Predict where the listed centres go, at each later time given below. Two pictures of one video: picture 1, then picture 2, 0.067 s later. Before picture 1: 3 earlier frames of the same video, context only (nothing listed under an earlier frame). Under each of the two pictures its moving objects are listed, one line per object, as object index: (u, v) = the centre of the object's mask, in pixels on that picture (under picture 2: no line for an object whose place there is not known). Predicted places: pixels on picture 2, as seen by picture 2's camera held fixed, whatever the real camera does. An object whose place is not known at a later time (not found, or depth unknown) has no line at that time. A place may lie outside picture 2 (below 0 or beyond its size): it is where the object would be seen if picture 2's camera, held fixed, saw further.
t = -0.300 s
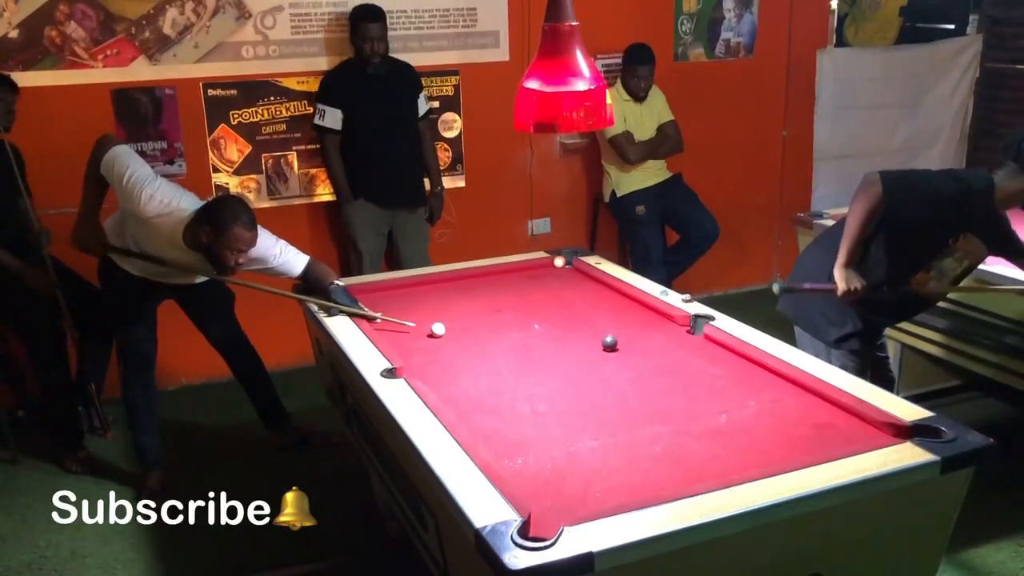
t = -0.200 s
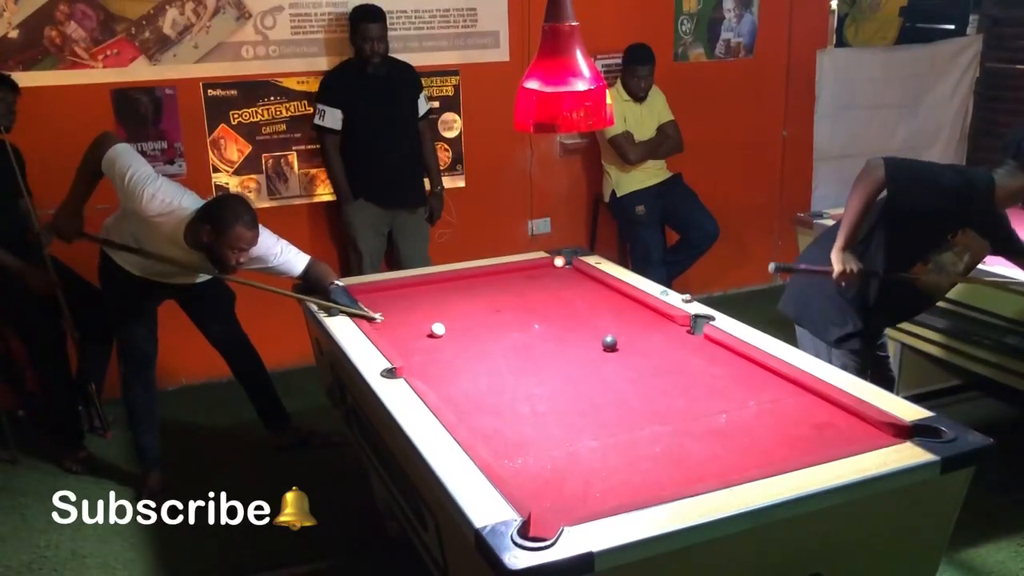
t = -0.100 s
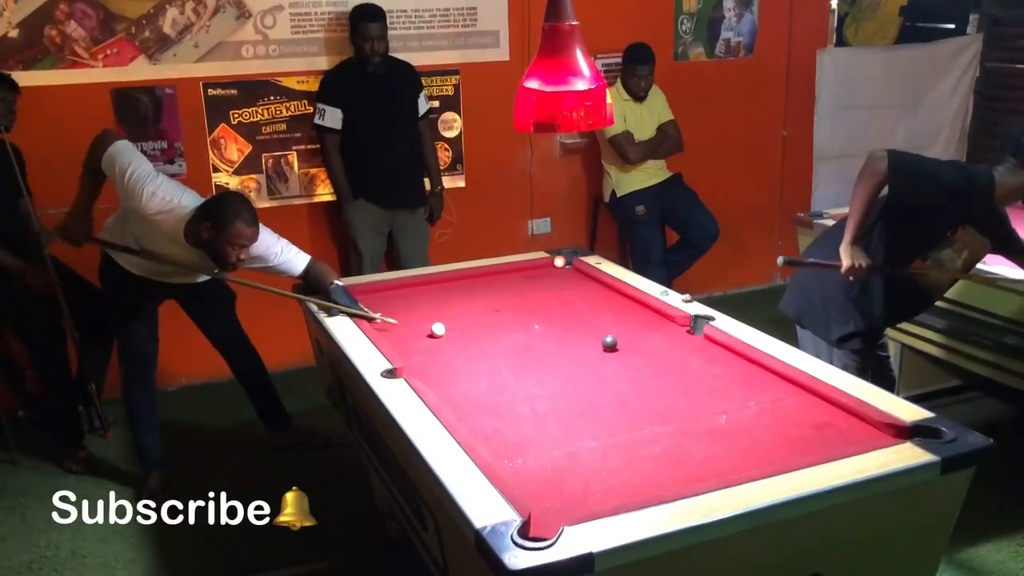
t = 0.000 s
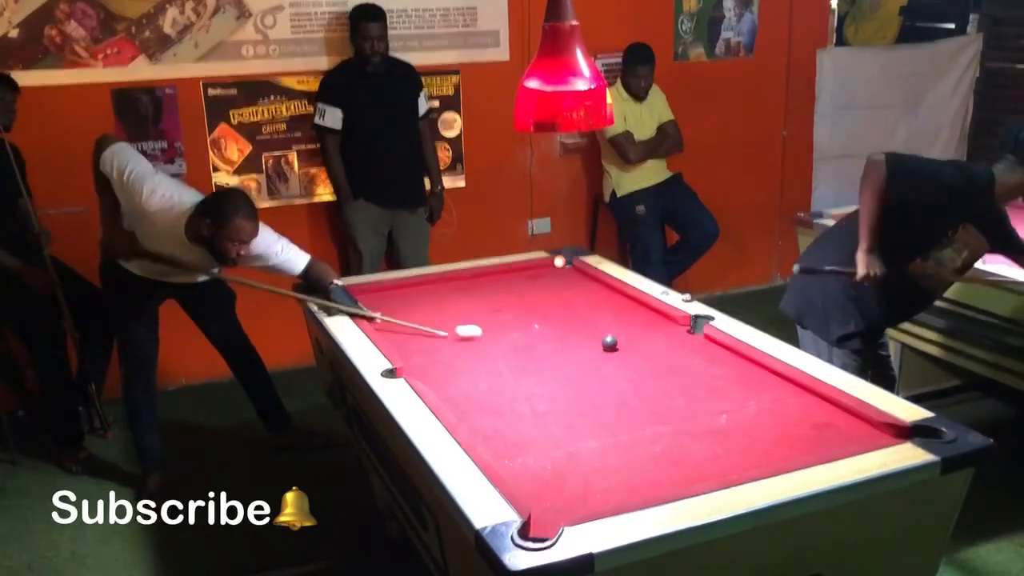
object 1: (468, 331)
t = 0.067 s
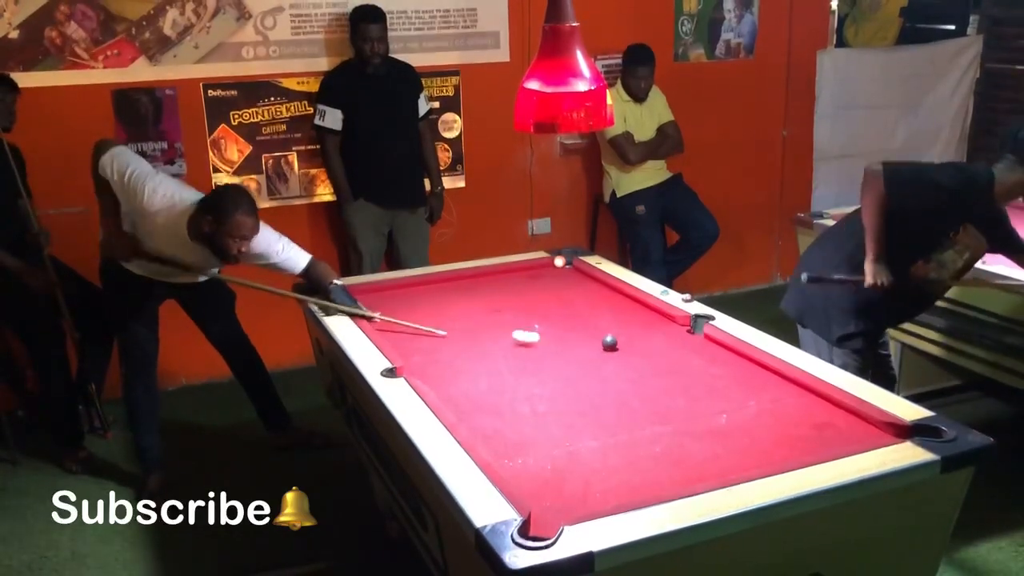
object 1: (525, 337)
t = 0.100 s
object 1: (554, 340)
